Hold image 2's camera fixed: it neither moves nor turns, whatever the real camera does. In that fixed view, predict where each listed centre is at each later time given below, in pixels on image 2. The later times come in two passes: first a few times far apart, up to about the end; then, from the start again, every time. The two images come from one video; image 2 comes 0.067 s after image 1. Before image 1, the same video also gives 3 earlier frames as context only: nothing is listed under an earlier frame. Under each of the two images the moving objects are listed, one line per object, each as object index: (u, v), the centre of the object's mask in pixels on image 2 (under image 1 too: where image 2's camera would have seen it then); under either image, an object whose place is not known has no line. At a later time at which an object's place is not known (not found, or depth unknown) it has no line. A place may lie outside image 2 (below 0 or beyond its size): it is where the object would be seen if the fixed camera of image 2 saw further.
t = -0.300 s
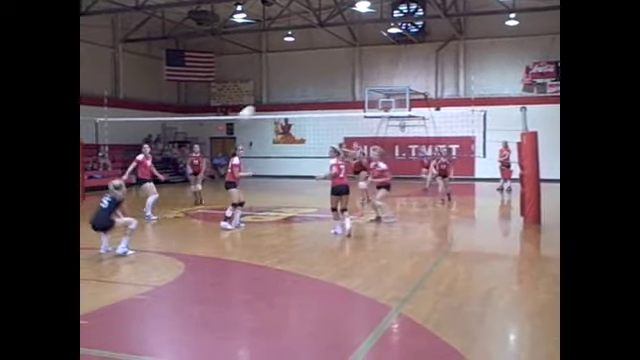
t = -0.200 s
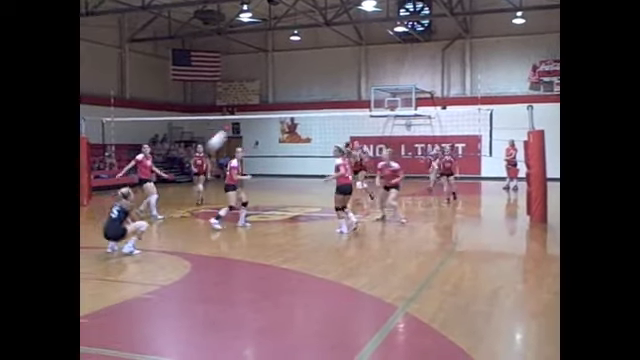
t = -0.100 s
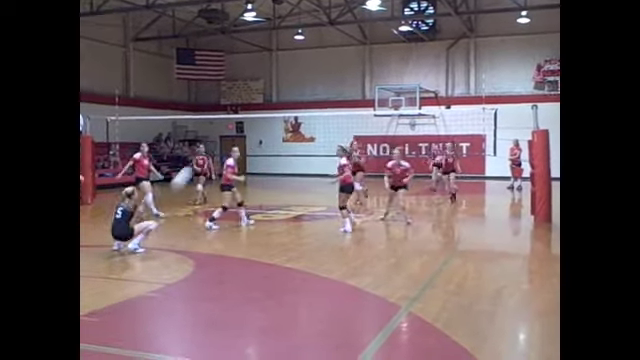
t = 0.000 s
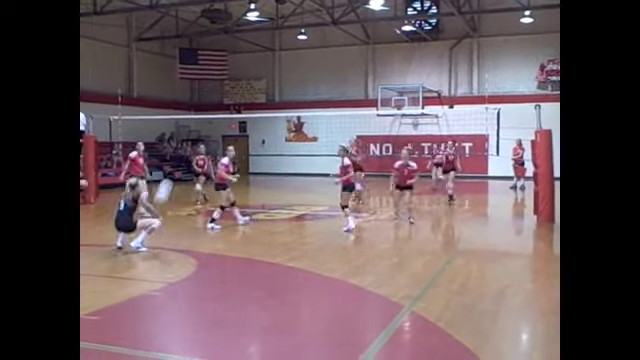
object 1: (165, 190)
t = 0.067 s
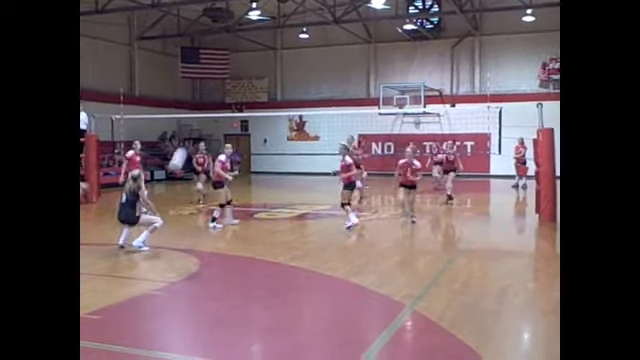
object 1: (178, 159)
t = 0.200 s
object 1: (203, 105)
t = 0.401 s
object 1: (237, 52)
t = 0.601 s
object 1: (269, 23)
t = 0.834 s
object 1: (303, 20)
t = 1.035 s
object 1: (328, 40)
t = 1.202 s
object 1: (349, 71)
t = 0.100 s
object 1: (184, 145)
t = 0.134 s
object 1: (190, 132)
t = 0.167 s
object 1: (197, 118)
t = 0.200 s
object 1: (203, 105)
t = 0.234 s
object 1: (208, 95)
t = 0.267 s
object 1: (214, 85)
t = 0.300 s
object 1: (220, 75)
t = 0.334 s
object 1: (226, 67)
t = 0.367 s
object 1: (232, 59)
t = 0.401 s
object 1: (237, 52)
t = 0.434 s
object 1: (243, 45)
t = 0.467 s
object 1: (248, 39)
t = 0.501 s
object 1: (254, 34)
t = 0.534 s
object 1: (259, 30)
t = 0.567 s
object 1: (264, 26)
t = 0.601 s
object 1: (269, 23)
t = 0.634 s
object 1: (274, 21)
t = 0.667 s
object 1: (279, 19)
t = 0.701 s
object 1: (284, 18)
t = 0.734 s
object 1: (288, 18)
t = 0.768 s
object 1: (293, 18)
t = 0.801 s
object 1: (298, 19)
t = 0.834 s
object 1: (303, 20)
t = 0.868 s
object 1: (307, 22)
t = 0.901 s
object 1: (311, 24)
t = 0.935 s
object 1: (316, 27)
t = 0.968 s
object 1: (320, 31)
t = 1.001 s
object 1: (324, 35)
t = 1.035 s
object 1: (328, 40)
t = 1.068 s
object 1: (333, 45)
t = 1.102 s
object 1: (337, 51)
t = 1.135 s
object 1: (340, 57)
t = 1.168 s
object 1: (345, 64)
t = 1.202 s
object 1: (349, 71)
